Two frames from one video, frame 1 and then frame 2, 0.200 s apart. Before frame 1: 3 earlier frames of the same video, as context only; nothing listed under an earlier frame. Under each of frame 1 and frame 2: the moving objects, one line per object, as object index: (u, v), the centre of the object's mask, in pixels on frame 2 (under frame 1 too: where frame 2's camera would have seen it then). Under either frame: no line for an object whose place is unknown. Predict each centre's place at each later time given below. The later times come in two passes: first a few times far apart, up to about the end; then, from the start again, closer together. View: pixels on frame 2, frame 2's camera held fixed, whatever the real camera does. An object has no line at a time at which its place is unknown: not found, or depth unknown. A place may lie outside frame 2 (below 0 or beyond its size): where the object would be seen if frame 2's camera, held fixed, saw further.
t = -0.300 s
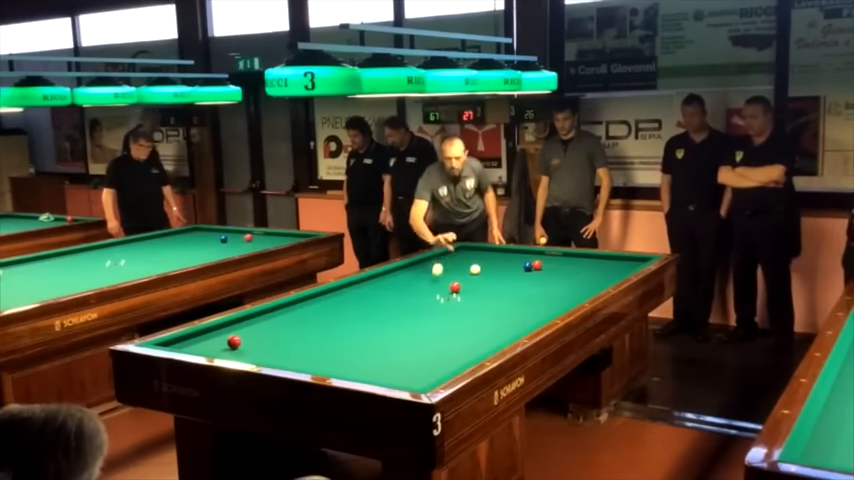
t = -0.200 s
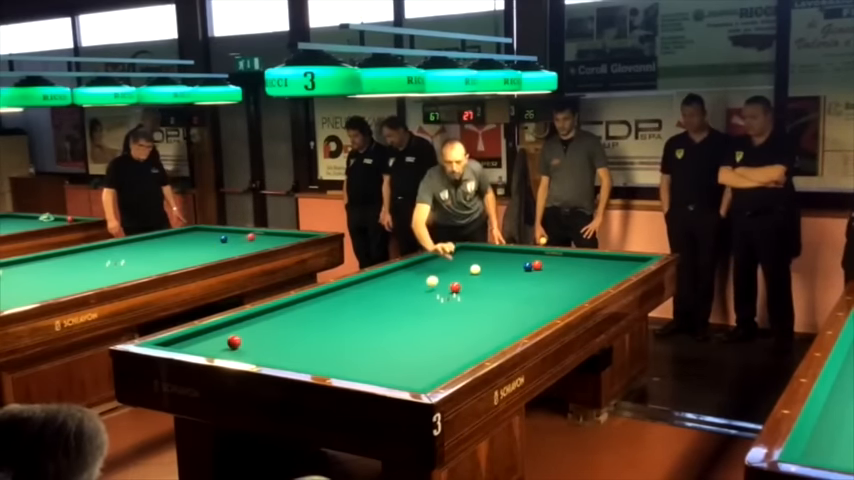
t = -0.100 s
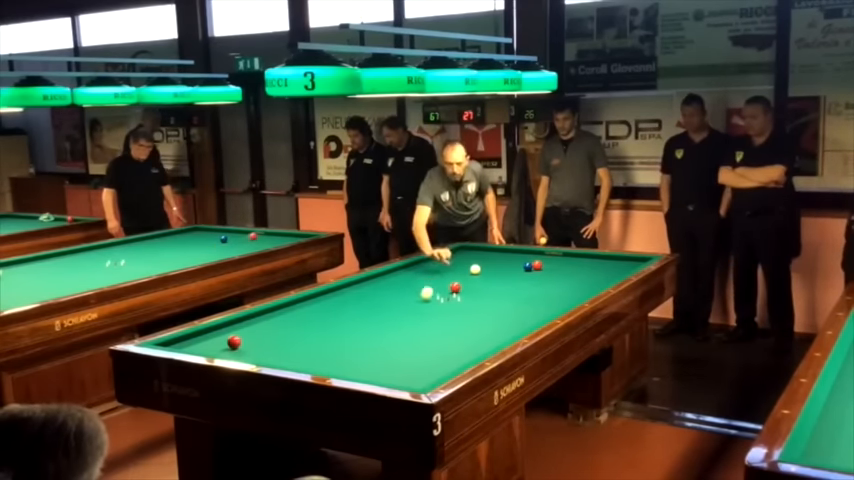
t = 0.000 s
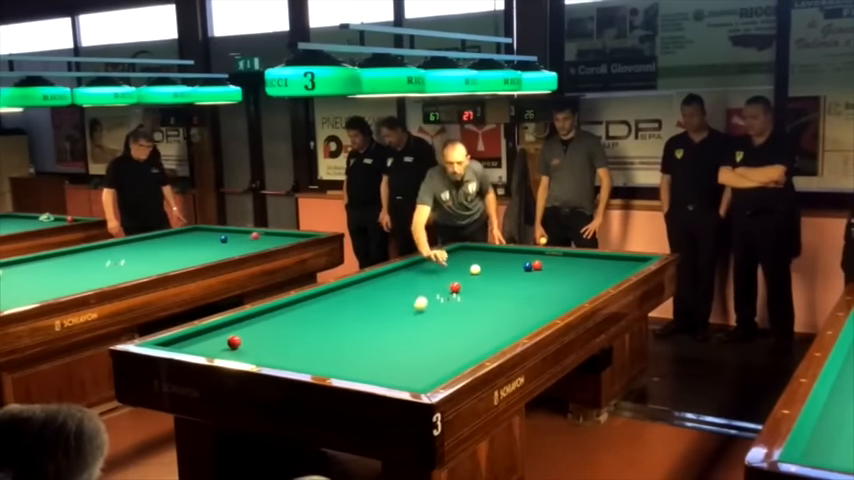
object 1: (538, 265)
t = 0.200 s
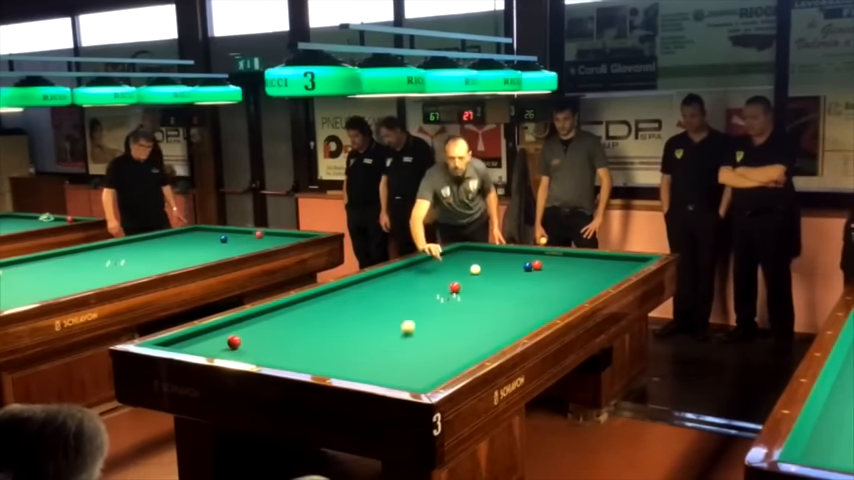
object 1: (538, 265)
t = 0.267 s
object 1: (538, 265)
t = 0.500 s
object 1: (538, 265)
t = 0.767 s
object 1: (538, 265)
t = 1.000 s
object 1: (538, 265)
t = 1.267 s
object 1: (538, 265)
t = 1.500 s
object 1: (538, 265)
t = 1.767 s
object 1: (538, 265)
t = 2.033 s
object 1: (538, 265)
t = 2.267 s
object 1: (537, 265)
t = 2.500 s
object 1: (537, 265)
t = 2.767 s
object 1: (538, 265)
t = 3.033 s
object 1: (538, 265)
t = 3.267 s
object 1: (538, 265)
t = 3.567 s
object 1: (549, 264)
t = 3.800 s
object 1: (558, 263)
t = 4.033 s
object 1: (567, 262)
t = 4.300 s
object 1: (576, 261)
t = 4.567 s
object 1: (585, 261)
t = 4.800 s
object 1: (592, 260)
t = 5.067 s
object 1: (600, 259)
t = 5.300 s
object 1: (607, 259)
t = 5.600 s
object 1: (614, 258)
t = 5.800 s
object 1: (619, 258)
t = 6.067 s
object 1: (622, 258)
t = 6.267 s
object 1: (624, 258)
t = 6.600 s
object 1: (626, 259)
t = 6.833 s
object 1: (628, 259)
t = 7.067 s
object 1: (629, 259)
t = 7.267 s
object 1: (630, 260)
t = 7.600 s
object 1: (631, 260)
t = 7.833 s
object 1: (632, 260)
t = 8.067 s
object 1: (632, 260)
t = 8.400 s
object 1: (632, 260)
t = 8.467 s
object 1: (632, 260)
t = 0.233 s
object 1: (538, 265)
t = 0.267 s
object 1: (538, 265)
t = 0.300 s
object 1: (538, 265)
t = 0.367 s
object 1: (538, 265)
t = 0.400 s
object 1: (538, 265)
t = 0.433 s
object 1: (538, 265)
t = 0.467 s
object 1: (538, 265)
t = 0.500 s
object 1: (538, 265)
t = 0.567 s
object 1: (538, 265)
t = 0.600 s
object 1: (538, 265)
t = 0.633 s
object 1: (538, 265)
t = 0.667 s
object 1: (538, 265)
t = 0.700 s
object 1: (538, 265)
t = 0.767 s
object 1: (538, 265)
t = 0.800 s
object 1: (538, 265)
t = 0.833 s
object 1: (537, 265)
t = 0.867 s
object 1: (538, 265)
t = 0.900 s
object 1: (538, 265)
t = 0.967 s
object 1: (538, 265)
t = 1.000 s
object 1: (538, 265)
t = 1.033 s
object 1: (538, 265)
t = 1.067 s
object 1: (538, 265)
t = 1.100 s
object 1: (538, 265)
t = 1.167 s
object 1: (538, 265)
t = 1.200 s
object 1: (538, 265)
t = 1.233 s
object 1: (538, 265)
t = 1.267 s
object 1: (538, 265)
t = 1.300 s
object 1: (537, 265)
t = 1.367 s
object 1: (537, 265)
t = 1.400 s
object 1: (538, 265)
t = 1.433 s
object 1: (538, 265)
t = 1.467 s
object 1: (538, 265)
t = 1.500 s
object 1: (538, 265)
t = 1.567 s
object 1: (538, 265)
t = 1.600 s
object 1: (537, 265)
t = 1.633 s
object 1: (538, 265)
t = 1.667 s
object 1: (537, 265)
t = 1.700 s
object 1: (538, 265)
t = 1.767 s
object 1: (538, 265)
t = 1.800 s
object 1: (538, 265)
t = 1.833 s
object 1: (538, 265)
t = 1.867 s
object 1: (538, 265)
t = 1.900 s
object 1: (538, 265)
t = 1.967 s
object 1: (538, 265)
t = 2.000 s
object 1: (538, 265)
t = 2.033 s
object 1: (538, 265)
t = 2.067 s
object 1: (538, 265)
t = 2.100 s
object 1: (538, 265)
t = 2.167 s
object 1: (538, 265)
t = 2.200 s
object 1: (538, 265)
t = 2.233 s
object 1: (538, 265)
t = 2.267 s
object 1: (537, 265)
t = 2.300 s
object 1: (538, 265)
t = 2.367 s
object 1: (538, 265)
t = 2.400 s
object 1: (538, 265)
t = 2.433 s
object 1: (538, 265)
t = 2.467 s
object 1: (537, 265)
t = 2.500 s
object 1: (537, 265)
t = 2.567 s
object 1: (538, 265)
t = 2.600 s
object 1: (538, 265)
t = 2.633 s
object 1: (538, 265)
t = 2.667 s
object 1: (537, 265)
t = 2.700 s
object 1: (537, 265)
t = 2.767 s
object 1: (538, 265)
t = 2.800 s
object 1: (537, 265)
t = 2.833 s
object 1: (538, 265)
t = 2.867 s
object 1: (538, 265)
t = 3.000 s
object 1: (538, 265)
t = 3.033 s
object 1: (538, 265)
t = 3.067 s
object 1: (538, 265)
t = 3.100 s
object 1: (538, 265)
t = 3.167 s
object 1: (538, 265)
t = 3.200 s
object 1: (537, 265)
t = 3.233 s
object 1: (538, 265)
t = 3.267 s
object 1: (538, 265)
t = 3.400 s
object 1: (543, 265)
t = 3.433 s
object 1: (544, 265)
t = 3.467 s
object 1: (545, 264)
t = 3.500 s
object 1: (547, 264)
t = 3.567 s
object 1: (549, 264)
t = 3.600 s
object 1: (551, 264)
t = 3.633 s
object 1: (552, 264)
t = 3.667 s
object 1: (553, 264)
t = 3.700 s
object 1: (555, 264)
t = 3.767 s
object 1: (557, 263)
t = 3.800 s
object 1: (558, 263)
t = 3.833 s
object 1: (560, 263)
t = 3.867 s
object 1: (561, 263)
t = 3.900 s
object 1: (562, 263)
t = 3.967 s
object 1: (565, 263)
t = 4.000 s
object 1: (566, 262)
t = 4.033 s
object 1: (567, 262)
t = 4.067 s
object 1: (568, 262)
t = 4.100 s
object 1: (569, 262)
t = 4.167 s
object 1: (572, 262)
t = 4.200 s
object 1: (573, 262)
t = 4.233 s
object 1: (574, 262)
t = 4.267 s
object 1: (575, 262)
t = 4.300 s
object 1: (576, 261)
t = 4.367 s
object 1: (579, 261)
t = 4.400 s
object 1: (580, 261)
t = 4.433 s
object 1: (581, 261)
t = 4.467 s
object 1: (582, 261)
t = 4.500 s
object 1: (583, 261)
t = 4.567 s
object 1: (585, 261)
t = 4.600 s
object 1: (586, 260)
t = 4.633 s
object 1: (587, 260)
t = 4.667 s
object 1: (588, 260)
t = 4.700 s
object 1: (589, 260)
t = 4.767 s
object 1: (591, 260)
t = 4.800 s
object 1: (592, 260)
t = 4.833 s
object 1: (593, 260)
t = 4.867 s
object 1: (594, 260)
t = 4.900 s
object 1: (595, 260)
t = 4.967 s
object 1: (597, 259)
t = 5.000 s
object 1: (598, 259)
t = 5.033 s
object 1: (599, 260)
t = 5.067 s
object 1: (600, 259)
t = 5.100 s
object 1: (601, 259)
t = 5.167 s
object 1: (603, 259)
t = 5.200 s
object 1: (604, 259)
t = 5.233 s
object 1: (605, 259)
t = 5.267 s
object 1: (605, 259)
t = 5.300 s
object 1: (607, 259)
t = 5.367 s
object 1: (608, 259)
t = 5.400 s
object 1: (609, 259)
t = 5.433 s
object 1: (610, 259)
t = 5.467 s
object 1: (611, 259)
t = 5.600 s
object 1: (614, 258)
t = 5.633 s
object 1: (615, 258)
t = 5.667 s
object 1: (616, 258)
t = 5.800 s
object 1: (619, 258)
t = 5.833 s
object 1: (619, 258)
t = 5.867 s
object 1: (620, 258)
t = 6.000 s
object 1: (622, 258)
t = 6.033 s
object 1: (622, 258)
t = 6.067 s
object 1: (622, 258)
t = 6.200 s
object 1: (623, 258)
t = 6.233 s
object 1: (624, 258)
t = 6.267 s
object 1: (624, 258)
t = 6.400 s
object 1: (625, 258)
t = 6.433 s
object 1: (625, 259)
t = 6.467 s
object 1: (625, 259)
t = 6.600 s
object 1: (626, 259)
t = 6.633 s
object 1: (626, 259)
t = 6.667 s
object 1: (627, 259)
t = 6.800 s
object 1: (628, 259)
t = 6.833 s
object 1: (628, 259)
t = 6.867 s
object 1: (628, 259)
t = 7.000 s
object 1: (629, 259)
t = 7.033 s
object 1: (629, 259)
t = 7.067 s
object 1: (629, 259)
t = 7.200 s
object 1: (630, 259)
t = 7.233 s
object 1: (630, 259)
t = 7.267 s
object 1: (630, 260)
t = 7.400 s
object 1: (631, 260)
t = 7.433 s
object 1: (631, 260)
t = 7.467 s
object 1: (631, 260)
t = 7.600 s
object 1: (631, 260)
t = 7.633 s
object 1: (631, 260)
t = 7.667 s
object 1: (632, 260)
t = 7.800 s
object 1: (632, 260)
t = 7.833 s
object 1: (632, 260)
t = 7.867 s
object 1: (632, 260)
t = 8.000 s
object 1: (632, 260)
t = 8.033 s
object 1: (632, 260)
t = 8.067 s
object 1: (632, 260)
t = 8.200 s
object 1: (632, 261)
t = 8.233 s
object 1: (632, 260)
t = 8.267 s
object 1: (632, 260)
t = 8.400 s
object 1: (632, 260)
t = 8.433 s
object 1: (632, 260)
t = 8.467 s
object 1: (632, 260)
